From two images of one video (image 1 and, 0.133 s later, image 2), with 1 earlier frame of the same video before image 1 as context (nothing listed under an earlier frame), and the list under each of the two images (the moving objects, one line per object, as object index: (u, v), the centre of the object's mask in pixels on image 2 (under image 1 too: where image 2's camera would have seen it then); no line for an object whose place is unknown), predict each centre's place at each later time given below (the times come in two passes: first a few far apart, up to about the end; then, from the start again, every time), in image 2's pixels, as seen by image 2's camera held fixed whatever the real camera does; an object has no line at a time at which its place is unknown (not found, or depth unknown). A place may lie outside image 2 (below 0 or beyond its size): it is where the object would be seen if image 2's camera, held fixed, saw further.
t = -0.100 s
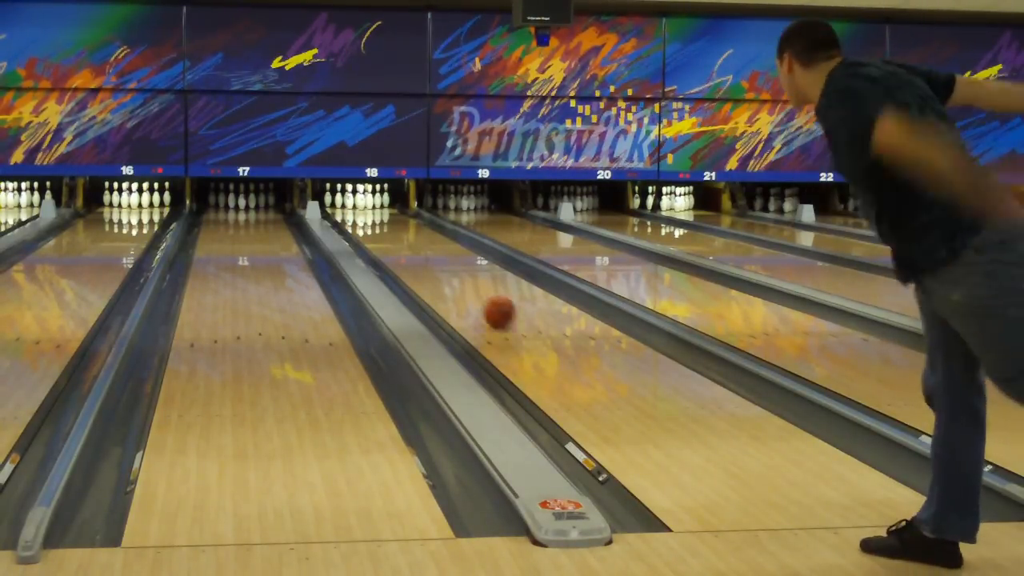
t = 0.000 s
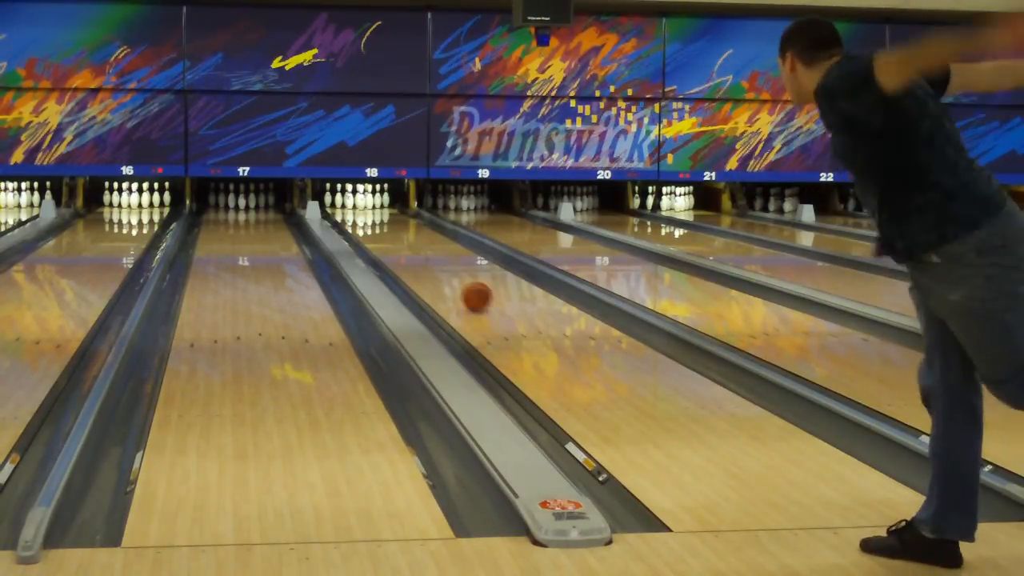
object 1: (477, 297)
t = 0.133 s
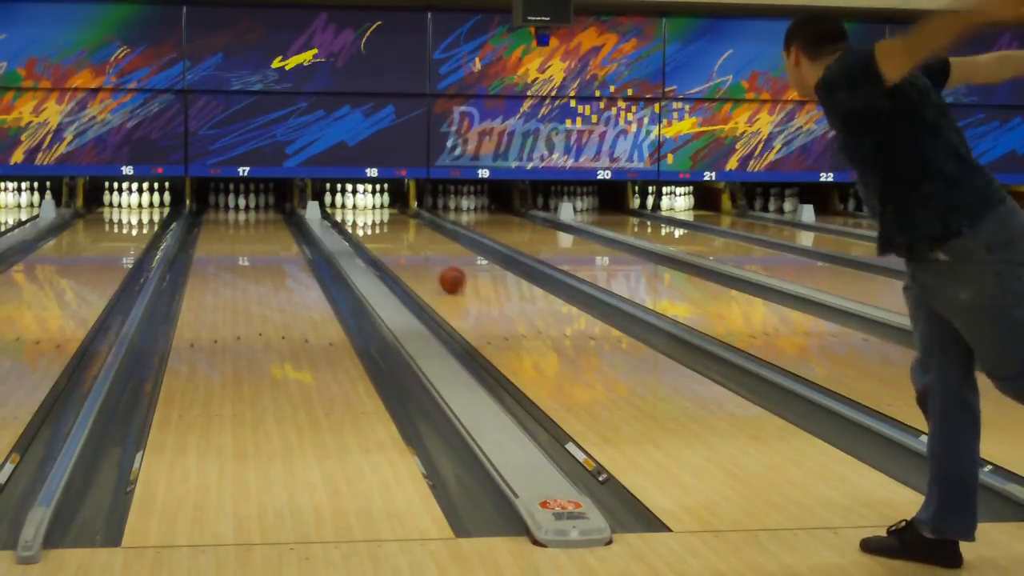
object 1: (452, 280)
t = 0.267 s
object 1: (432, 267)
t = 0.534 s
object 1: (402, 245)
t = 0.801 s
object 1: (381, 229)
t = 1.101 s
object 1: (367, 216)
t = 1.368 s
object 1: (361, 208)
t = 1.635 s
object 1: (360, 201)
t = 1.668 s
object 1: (359, 200)
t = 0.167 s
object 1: (447, 276)
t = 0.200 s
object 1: (442, 272)
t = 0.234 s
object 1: (437, 269)
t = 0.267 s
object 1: (432, 267)
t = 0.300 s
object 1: (428, 263)
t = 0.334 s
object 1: (424, 260)
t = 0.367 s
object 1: (420, 258)
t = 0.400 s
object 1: (416, 255)
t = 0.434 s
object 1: (412, 253)
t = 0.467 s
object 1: (409, 250)
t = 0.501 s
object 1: (406, 247)
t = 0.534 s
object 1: (402, 245)
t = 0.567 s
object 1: (400, 243)
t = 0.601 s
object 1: (396, 240)
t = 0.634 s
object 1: (393, 239)
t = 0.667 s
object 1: (391, 237)
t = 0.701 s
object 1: (388, 235)
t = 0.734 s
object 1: (386, 233)
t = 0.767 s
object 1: (383, 231)
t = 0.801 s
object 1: (381, 229)
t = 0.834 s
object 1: (380, 228)
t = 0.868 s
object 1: (377, 226)
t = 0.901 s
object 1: (376, 225)
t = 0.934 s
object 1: (374, 223)
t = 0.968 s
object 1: (373, 221)
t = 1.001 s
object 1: (371, 220)
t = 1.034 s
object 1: (369, 218)
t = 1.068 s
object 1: (368, 218)
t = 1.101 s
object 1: (367, 216)
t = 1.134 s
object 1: (366, 215)
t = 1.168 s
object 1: (365, 213)
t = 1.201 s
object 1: (364, 212)
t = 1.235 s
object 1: (363, 211)
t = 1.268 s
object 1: (363, 210)
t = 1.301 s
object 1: (362, 209)
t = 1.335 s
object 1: (361, 208)
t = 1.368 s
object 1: (361, 208)
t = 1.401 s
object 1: (361, 207)
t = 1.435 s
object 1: (361, 206)
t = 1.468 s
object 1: (360, 205)
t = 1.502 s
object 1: (360, 204)
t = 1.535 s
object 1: (360, 204)
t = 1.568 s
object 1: (360, 202)
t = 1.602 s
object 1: (359, 201)
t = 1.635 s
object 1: (360, 201)
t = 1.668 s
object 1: (359, 200)
